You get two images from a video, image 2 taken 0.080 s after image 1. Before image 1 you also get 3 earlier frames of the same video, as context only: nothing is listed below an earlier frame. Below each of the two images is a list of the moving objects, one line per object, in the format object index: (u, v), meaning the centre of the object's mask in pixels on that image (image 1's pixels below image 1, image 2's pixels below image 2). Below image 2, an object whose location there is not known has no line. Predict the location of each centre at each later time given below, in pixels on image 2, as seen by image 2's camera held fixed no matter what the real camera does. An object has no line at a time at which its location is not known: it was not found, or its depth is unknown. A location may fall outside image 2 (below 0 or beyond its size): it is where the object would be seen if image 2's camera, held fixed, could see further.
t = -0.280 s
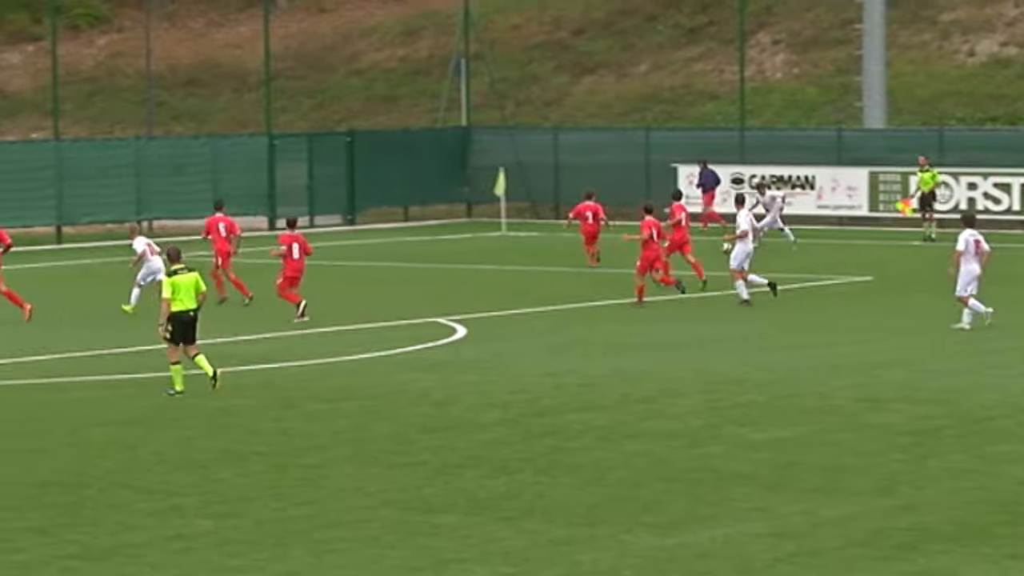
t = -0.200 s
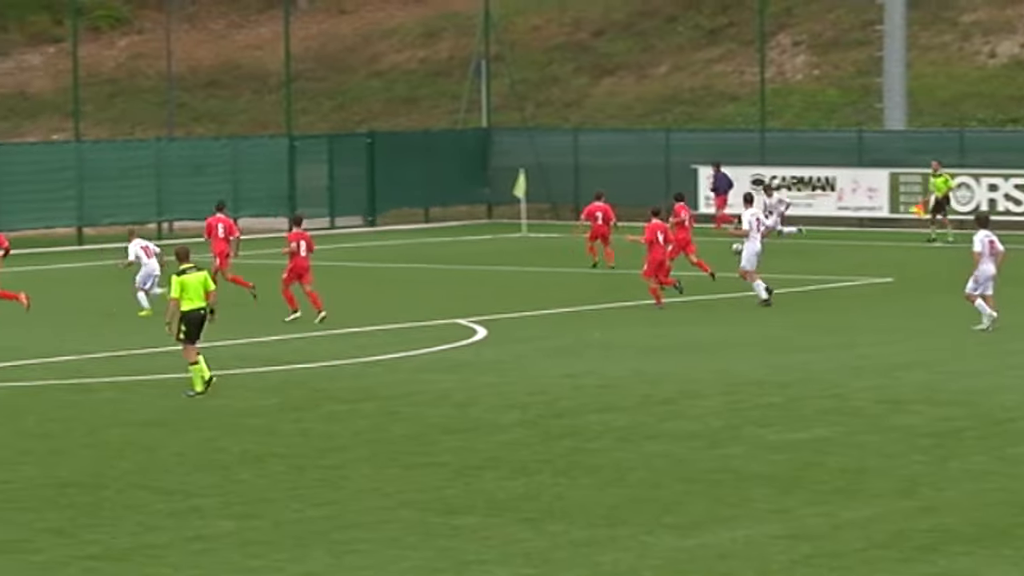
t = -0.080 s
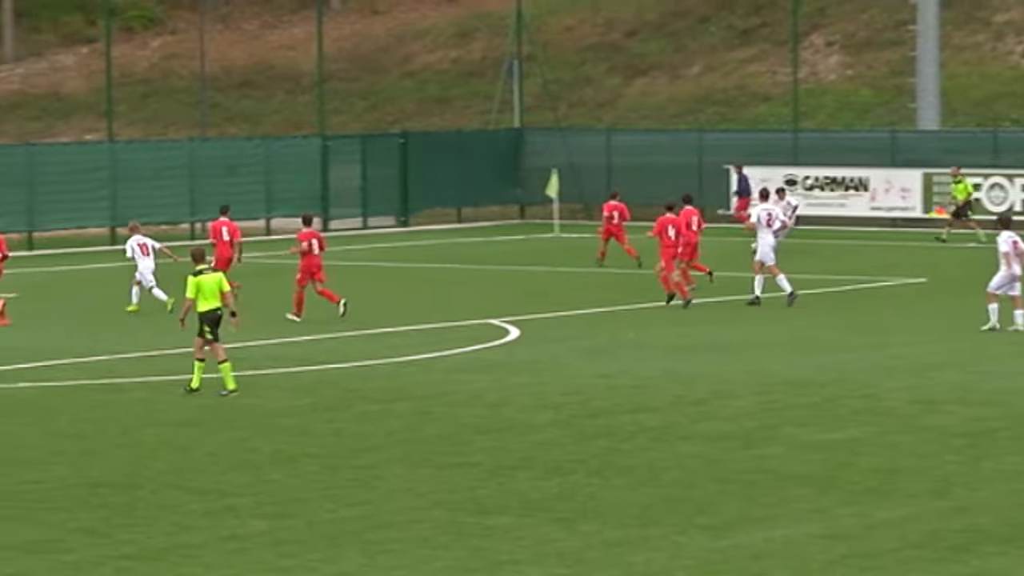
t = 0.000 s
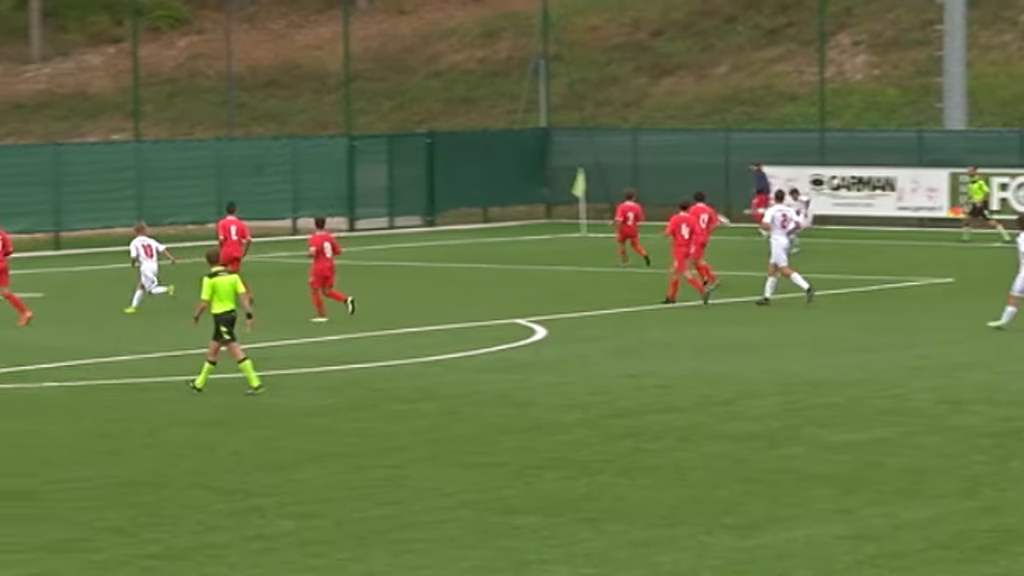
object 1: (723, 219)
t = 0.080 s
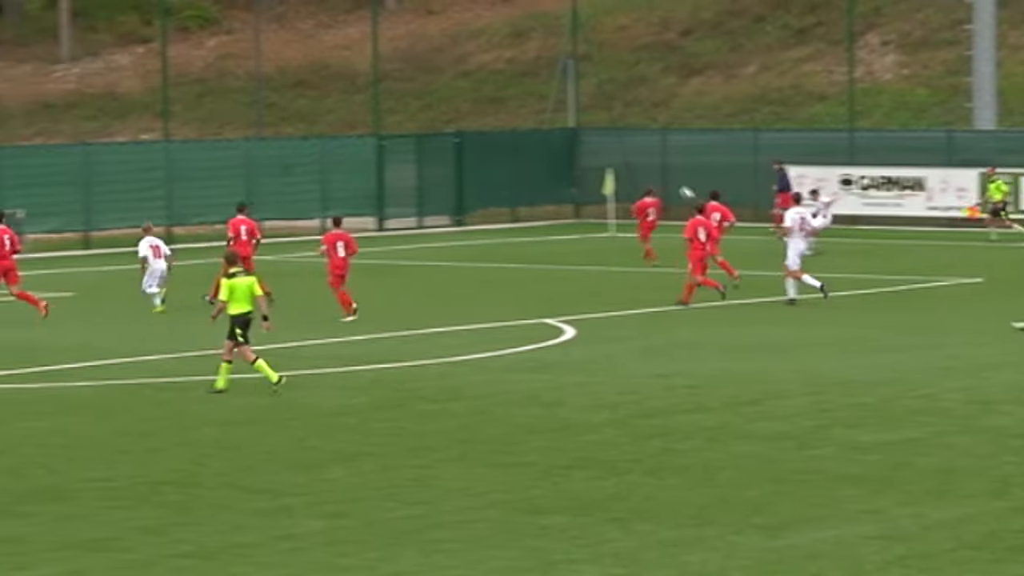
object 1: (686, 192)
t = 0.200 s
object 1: (594, 158)
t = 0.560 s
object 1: (322, 99)
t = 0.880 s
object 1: (84, 114)
